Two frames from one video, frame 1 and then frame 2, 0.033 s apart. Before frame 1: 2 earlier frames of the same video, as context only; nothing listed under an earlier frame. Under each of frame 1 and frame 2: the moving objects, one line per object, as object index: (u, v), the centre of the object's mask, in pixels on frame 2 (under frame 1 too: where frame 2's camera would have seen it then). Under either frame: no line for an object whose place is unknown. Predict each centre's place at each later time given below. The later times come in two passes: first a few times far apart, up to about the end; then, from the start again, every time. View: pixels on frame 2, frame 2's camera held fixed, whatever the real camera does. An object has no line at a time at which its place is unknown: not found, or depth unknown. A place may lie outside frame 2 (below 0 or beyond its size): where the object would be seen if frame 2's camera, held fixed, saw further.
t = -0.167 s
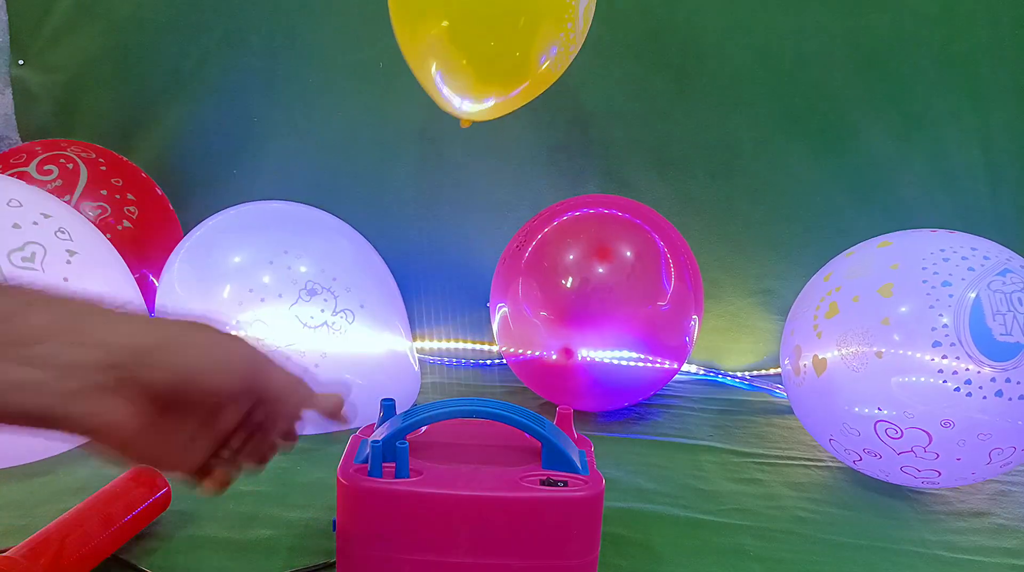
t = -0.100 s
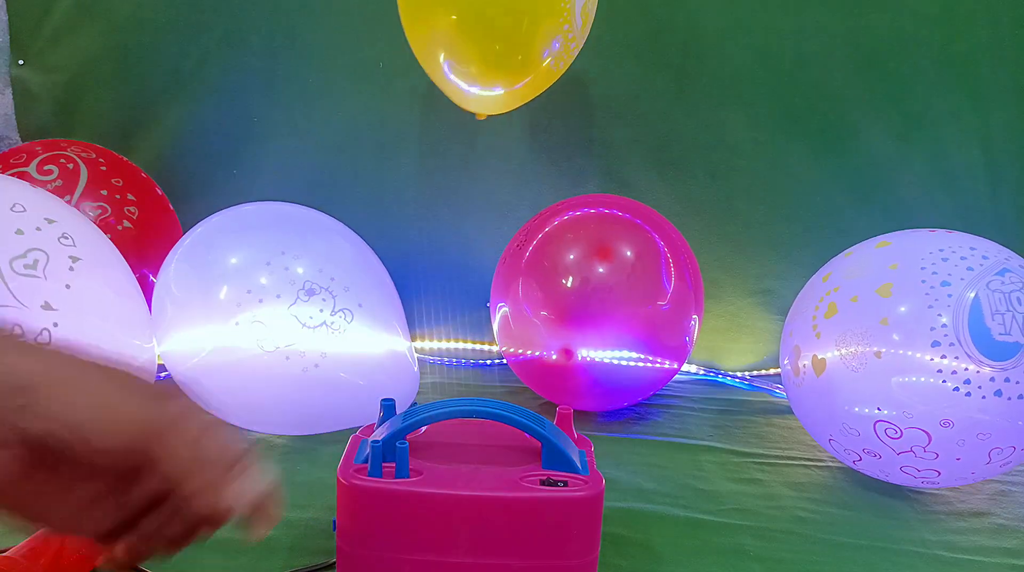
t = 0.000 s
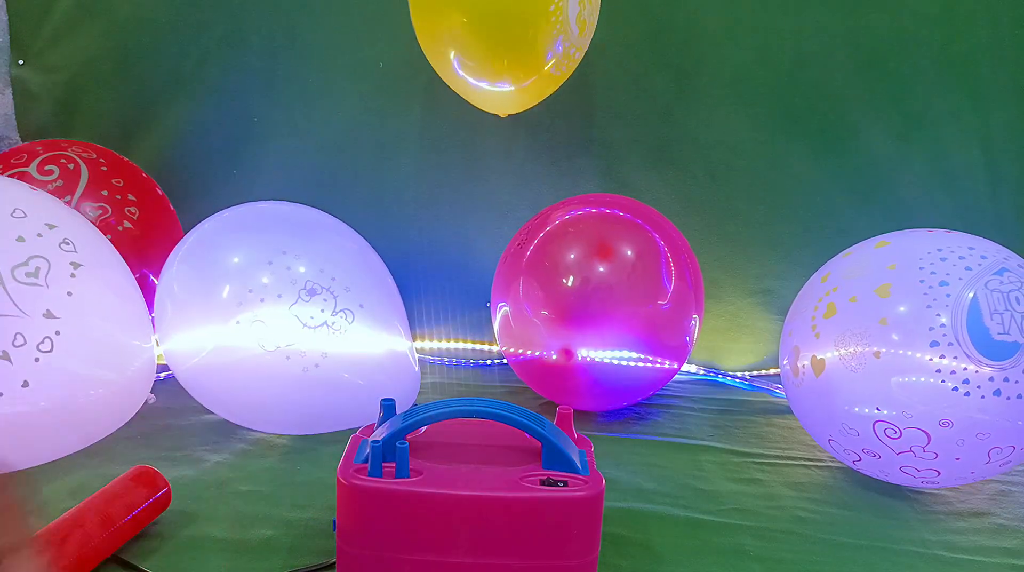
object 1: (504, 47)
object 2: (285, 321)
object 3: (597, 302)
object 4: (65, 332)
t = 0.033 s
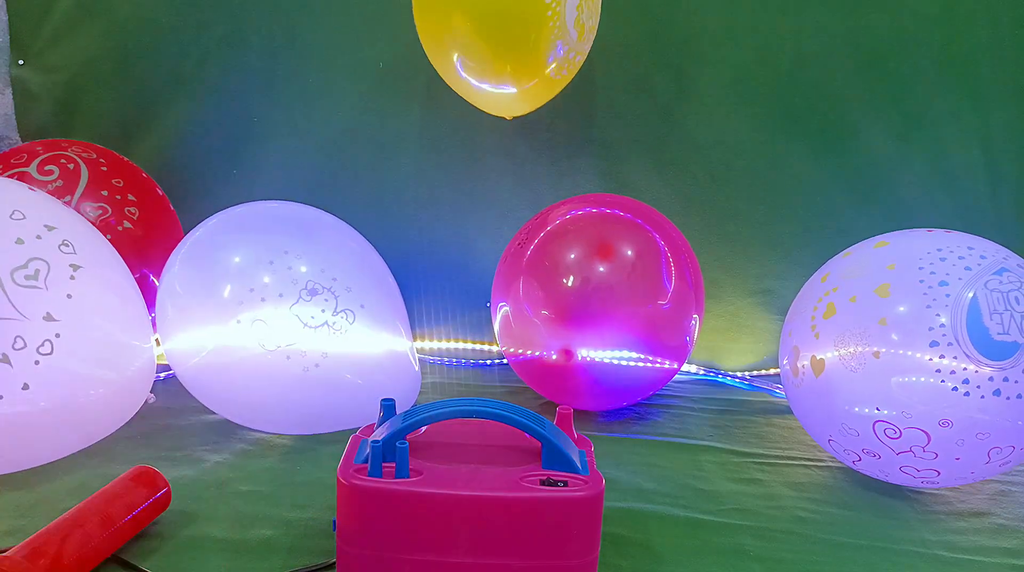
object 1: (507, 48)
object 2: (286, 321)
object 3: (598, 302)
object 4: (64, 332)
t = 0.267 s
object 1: (512, 65)
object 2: (289, 320)
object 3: (600, 301)
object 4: (63, 337)
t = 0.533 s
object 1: (502, 124)
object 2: (283, 322)
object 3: (613, 302)
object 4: (63, 341)
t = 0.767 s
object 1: (451, 153)
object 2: (282, 323)
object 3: (655, 296)
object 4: (63, 344)
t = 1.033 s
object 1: (427, 212)
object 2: (279, 325)
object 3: (677, 316)
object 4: (59, 349)
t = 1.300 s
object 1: (441, 261)
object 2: (275, 332)
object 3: (677, 334)
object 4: (49, 353)
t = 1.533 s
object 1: (455, 267)
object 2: (270, 338)
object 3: (674, 345)
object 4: (44, 354)
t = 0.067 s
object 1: (509, 50)
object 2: (287, 320)
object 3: (598, 302)
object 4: (64, 334)
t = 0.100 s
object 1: (511, 51)
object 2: (288, 320)
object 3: (598, 301)
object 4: (64, 334)
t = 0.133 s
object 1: (511, 53)
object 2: (289, 320)
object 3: (598, 301)
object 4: (64, 334)
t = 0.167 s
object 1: (512, 55)
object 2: (289, 319)
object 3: (598, 301)
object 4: (64, 335)
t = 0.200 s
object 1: (512, 57)
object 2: (289, 319)
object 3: (599, 301)
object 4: (64, 336)
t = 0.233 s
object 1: (512, 61)
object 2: (289, 319)
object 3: (599, 301)
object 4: (63, 336)
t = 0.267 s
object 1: (512, 65)
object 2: (289, 320)
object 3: (600, 301)
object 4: (63, 337)
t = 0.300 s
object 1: (513, 69)
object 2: (288, 320)
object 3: (600, 301)
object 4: (63, 337)
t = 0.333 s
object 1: (512, 75)
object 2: (287, 320)
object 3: (601, 301)
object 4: (63, 338)
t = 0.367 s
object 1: (512, 82)
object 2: (287, 321)
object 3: (602, 301)
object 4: (63, 338)
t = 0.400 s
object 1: (512, 89)
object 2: (286, 321)
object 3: (602, 302)
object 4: (63, 339)
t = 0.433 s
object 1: (512, 99)
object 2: (285, 321)
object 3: (603, 302)
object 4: (63, 339)
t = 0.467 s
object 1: (512, 110)
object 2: (284, 322)
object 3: (605, 302)
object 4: (63, 340)
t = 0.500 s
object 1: (510, 123)
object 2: (284, 322)
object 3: (607, 304)
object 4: (63, 340)
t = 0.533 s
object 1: (502, 124)
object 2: (283, 322)
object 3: (613, 302)
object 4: (63, 341)
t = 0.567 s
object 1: (494, 125)
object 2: (283, 322)
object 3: (620, 299)
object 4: (63, 341)
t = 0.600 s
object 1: (487, 127)
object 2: (283, 322)
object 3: (626, 297)
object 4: (63, 342)
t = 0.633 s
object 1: (479, 130)
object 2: (283, 322)
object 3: (632, 296)
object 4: (63, 342)
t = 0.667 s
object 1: (472, 135)
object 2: (283, 322)
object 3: (638, 295)
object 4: (63, 342)
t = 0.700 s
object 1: (465, 140)
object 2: (282, 322)
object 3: (644, 294)
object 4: (63, 343)
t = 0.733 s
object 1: (458, 146)
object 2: (282, 323)
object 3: (650, 295)
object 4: (63, 343)
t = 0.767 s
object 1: (451, 153)
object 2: (282, 323)
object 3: (655, 296)
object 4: (63, 344)
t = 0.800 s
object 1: (445, 161)
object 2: (282, 323)
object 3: (661, 297)
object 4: (64, 344)
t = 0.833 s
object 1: (438, 170)
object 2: (282, 323)
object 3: (666, 300)
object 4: (64, 344)
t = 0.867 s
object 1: (432, 179)
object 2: (282, 323)
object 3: (672, 303)
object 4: (64, 345)
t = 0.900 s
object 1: (427, 189)
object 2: (282, 323)
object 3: (677, 306)
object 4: (63, 345)
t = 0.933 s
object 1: (424, 197)
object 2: (281, 325)
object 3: (678, 309)
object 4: (63, 346)
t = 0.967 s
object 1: (424, 202)
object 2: (279, 325)
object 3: (677, 312)
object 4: (62, 346)
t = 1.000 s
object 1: (425, 207)
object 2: (279, 325)
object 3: (677, 314)
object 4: (60, 347)
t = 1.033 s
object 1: (427, 212)
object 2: (279, 325)
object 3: (677, 316)
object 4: (59, 349)
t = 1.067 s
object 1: (428, 218)
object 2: (278, 326)
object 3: (677, 319)
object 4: (57, 350)
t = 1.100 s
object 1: (430, 224)
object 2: (278, 327)
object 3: (676, 322)
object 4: (56, 350)
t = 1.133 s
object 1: (432, 231)
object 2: (278, 328)
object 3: (676, 325)
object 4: (55, 351)
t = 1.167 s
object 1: (434, 240)
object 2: (277, 329)
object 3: (676, 328)
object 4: (54, 352)
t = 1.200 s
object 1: (436, 247)
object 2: (276, 330)
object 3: (677, 330)
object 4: (52, 352)
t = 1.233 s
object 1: (438, 258)
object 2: (276, 331)
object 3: (677, 331)
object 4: (51, 353)
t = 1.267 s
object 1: (440, 265)
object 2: (275, 332)
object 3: (677, 333)
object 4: (50, 353)
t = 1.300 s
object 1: (441, 261)
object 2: (275, 332)
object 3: (677, 334)
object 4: (49, 353)
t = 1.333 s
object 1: (443, 260)
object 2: (274, 333)
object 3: (677, 335)
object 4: (48, 353)
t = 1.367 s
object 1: (444, 259)
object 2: (273, 334)
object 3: (676, 337)
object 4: (47, 353)
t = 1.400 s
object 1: (446, 259)
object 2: (272, 335)
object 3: (676, 339)
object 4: (46, 354)
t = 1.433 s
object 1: (448, 260)
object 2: (271, 336)
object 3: (676, 340)
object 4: (46, 354)
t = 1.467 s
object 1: (451, 262)
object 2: (271, 336)
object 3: (675, 341)
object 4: (45, 354)
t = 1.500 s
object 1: (453, 264)
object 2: (270, 337)
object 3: (675, 343)
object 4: (44, 354)
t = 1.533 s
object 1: (455, 267)
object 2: (270, 338)
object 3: (674, 345)
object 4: (44, 354)
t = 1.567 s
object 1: (458, 271)
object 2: (269, 339)
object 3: (674, 346)
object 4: (43, 354)
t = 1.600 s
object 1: (460, 276)
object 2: (269, 340)
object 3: (673, 347)
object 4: (43, 354)
